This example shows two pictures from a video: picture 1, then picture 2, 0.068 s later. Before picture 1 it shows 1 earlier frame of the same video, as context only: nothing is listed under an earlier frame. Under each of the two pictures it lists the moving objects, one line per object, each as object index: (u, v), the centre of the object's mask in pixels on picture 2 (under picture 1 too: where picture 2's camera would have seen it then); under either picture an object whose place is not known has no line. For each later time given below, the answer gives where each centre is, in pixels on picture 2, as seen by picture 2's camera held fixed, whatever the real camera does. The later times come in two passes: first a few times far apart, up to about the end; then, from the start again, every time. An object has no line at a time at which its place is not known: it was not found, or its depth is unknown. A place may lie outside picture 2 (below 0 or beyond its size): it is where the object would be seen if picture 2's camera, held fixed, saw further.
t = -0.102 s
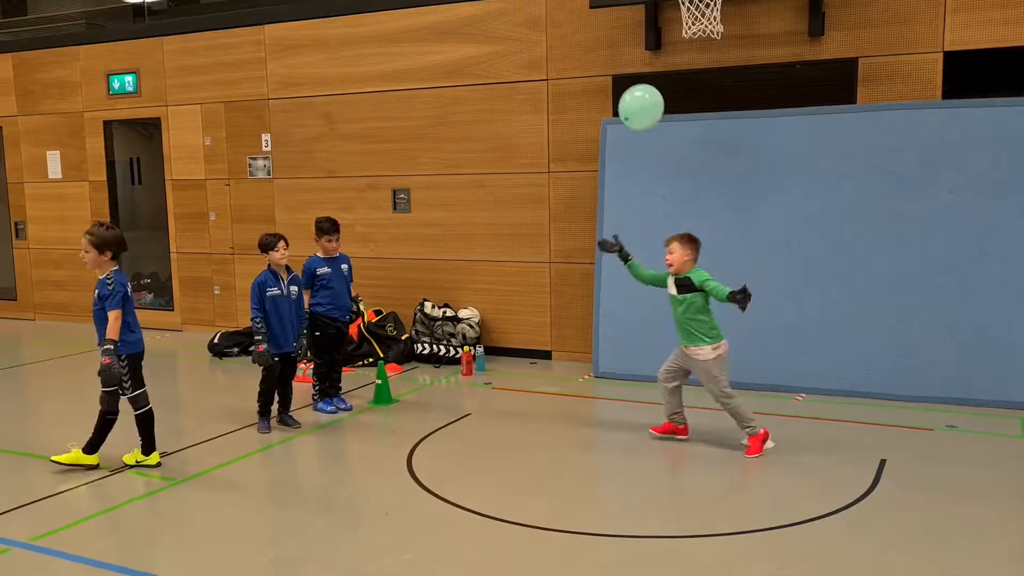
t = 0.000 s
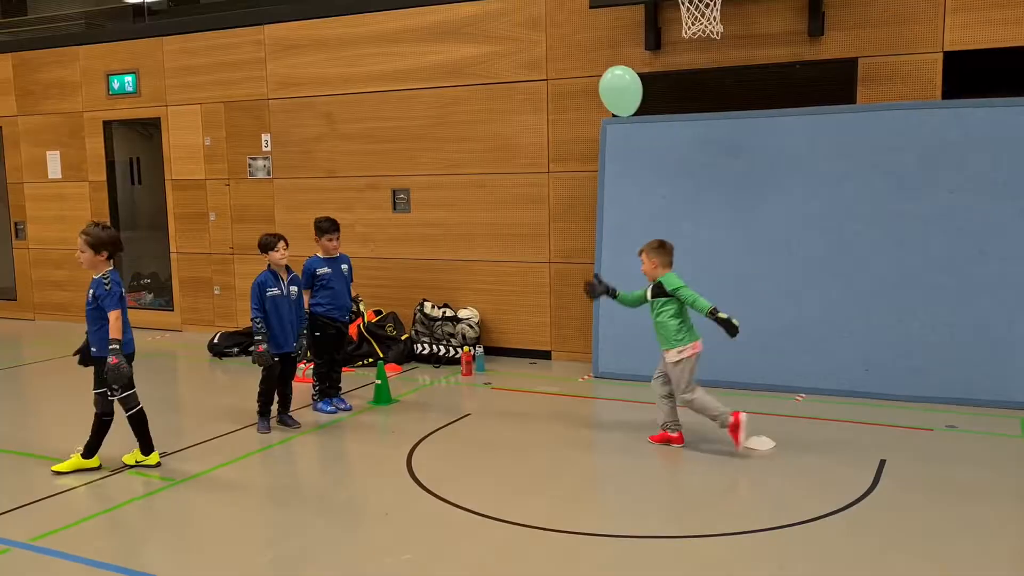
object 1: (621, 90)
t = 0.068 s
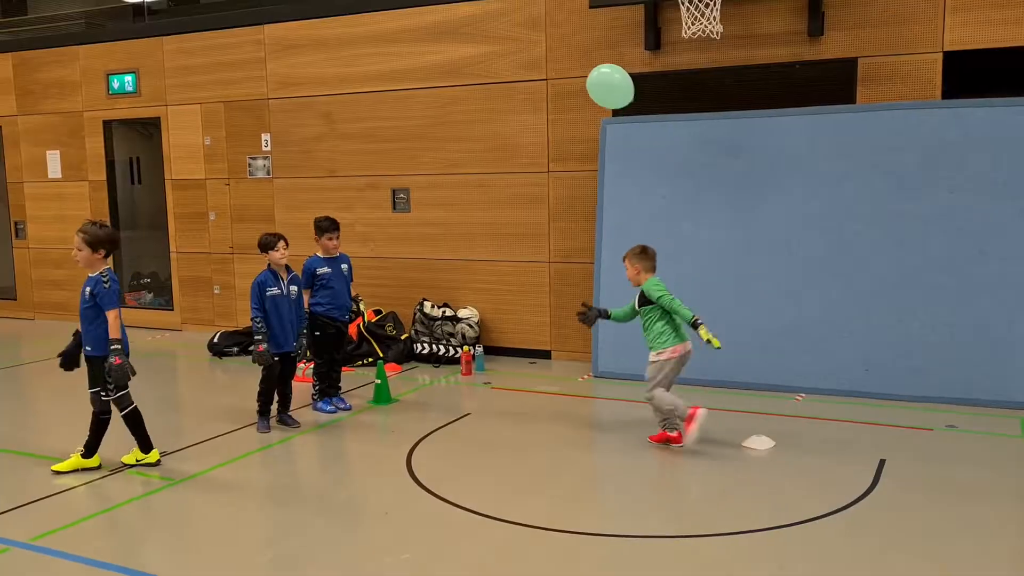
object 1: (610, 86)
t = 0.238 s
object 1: (591, 93)
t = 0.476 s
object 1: (584, 118)
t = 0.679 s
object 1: (581, 155)
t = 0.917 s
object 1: (581, 213)
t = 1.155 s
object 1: (583, 273)
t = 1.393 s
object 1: (593, 330)
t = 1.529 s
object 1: (595, 362)
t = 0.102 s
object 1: (606, 86)
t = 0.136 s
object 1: (602, 86)
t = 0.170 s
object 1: (599, 87)
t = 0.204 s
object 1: (596, 89)
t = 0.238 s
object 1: (591, 93)
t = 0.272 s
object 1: (590, 96)
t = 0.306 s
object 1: (588, 99)
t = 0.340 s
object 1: (587, 102)
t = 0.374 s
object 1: (586, 106)
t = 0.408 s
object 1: (586, 110)
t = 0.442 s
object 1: (585, 114)
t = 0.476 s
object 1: (584, 118)
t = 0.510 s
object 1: (584, 123)
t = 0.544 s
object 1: (583, 128)
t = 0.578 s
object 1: (582, 135)
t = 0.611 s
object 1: (582, 141)
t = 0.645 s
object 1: (581, 148)
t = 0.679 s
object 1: (581, 155)
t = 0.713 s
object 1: (581, 163)
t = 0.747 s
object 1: (581, 171)
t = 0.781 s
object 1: (580, 179)
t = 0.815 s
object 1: (580, 188)
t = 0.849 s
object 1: (580, 196)
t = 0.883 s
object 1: (581, 204)
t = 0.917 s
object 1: (581, 213)
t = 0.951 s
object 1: (581, 222)
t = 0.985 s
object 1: (580, 231)
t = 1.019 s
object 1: (581, 240)
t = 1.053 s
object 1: (581, 248)
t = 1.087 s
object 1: (581, 257)
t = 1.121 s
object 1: (582, 265)
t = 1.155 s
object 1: (583, 273)
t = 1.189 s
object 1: (584, 281)
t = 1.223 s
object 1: (585, 289)
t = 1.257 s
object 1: (586, 297)
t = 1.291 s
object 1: (588, 305)
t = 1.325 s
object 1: (590, 314)
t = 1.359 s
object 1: (591, 321)
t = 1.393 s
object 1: (593, 330)
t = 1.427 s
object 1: (594, 338)
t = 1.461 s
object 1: (594, 346)
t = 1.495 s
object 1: (595, 354)
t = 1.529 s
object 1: (595, 362)
